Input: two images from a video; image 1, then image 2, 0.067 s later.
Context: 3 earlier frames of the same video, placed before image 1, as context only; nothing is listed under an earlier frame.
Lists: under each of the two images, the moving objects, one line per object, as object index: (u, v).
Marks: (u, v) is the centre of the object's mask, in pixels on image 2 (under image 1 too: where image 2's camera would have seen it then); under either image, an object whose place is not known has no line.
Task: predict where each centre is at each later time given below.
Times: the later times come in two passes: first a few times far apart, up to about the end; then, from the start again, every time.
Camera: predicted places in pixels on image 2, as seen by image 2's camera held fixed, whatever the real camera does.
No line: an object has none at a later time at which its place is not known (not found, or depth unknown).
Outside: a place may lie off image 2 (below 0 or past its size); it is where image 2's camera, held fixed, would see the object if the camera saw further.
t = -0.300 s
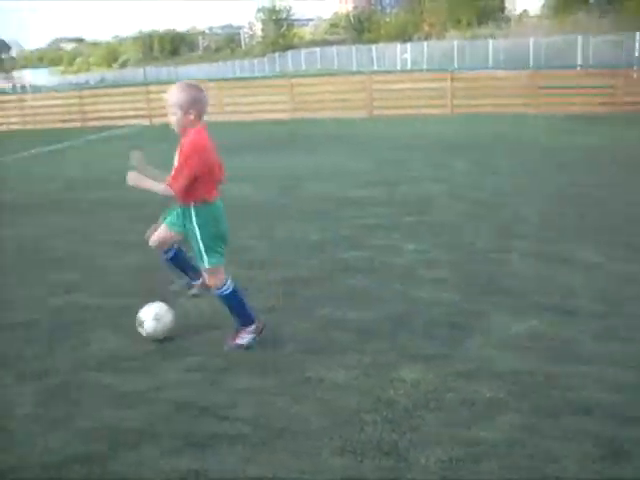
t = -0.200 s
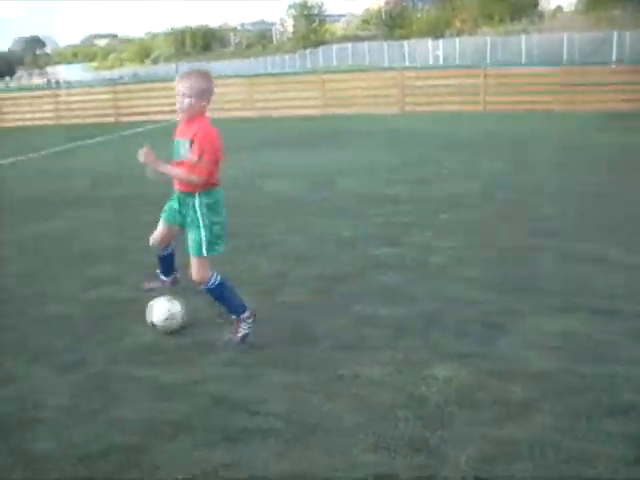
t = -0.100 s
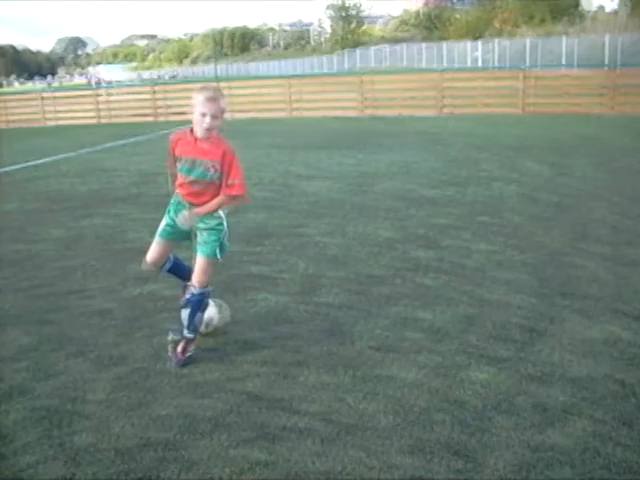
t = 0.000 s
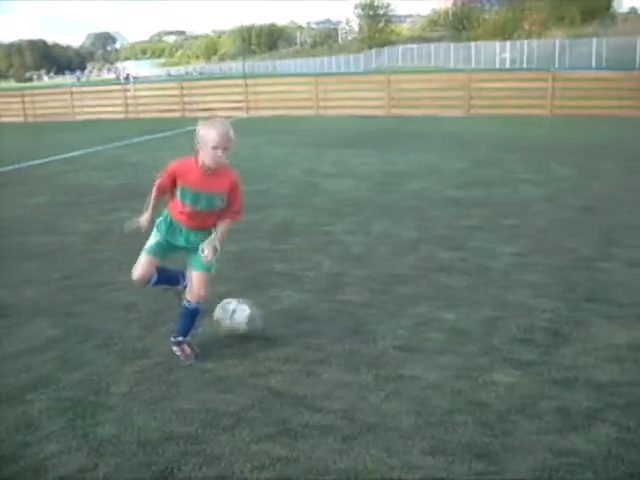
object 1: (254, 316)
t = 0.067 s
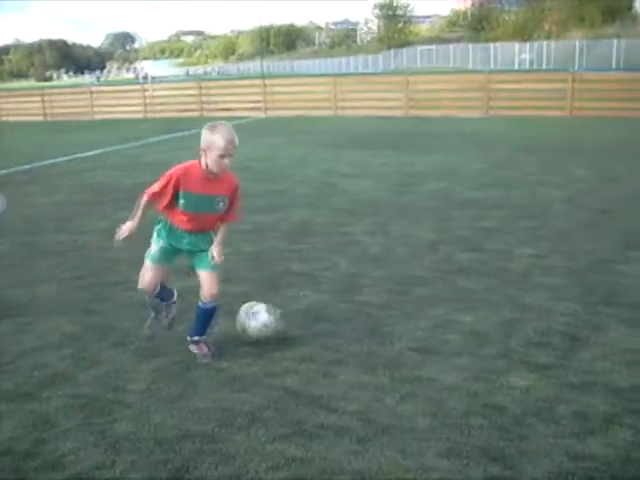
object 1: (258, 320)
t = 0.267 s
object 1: (275, 334)
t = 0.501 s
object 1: (296, 350)
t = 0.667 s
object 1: (311, 361)
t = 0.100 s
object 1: (262, 322)
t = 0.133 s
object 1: (264, 324)
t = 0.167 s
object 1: (267, 327)
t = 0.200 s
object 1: (271, 329)
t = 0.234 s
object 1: (272, 331)
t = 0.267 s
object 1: (275, 334)
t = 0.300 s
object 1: (278, 336)
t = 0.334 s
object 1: (282, 339)
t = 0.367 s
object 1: (284, 341)
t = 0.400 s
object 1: (287, 343)
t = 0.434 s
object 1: (291, 345)
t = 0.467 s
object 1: (293, 347)
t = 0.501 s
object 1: (296, 350)
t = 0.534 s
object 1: (299, 352)
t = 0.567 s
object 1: (302, 354)
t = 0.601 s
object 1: (305, 356)
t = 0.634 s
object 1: (308, 359)
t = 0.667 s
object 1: (311, 361)
